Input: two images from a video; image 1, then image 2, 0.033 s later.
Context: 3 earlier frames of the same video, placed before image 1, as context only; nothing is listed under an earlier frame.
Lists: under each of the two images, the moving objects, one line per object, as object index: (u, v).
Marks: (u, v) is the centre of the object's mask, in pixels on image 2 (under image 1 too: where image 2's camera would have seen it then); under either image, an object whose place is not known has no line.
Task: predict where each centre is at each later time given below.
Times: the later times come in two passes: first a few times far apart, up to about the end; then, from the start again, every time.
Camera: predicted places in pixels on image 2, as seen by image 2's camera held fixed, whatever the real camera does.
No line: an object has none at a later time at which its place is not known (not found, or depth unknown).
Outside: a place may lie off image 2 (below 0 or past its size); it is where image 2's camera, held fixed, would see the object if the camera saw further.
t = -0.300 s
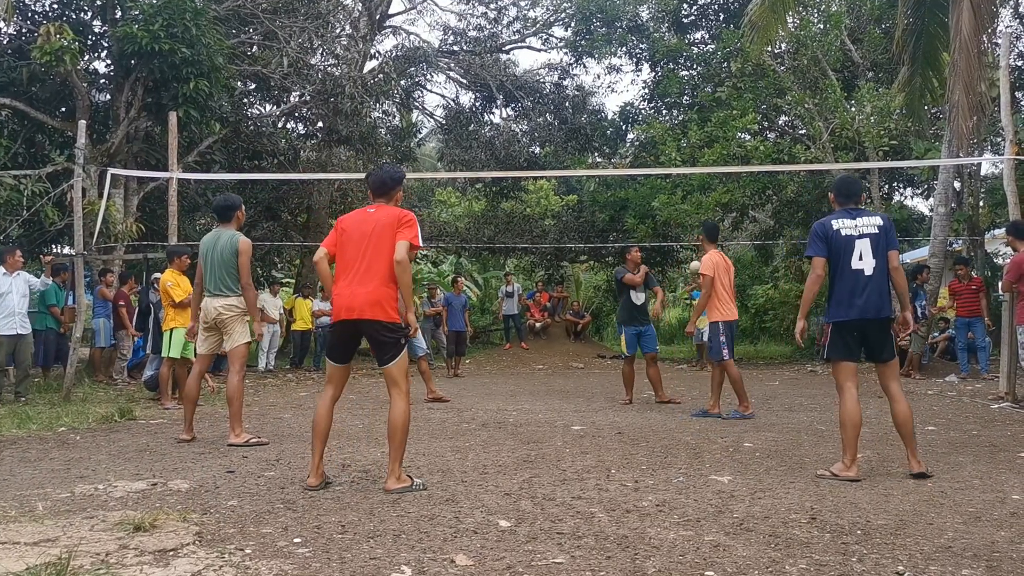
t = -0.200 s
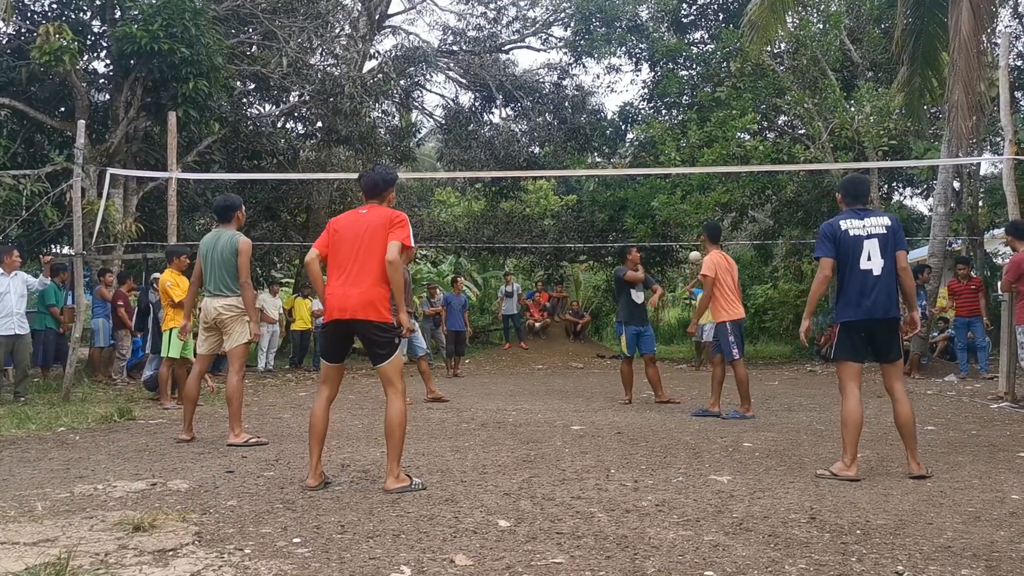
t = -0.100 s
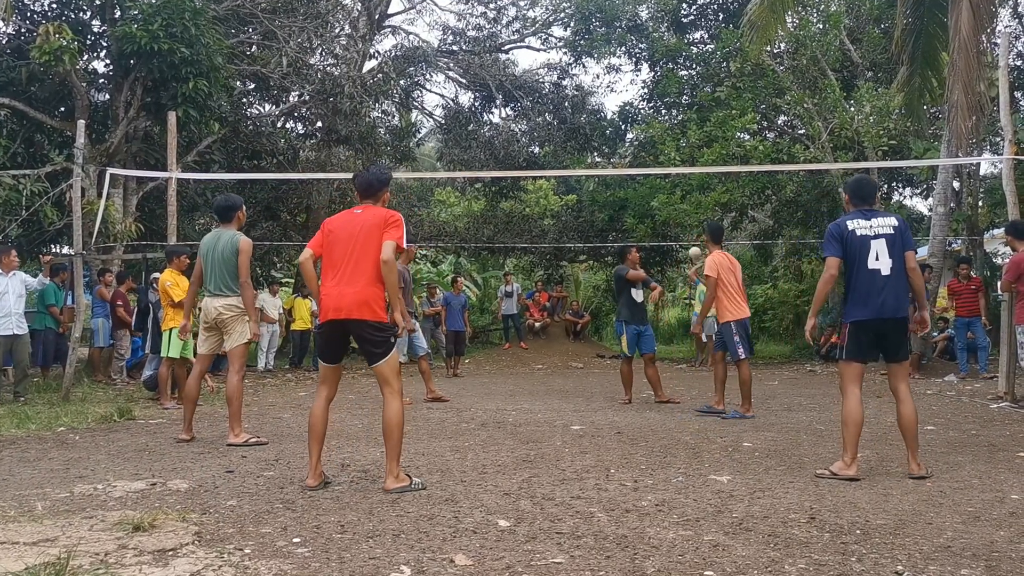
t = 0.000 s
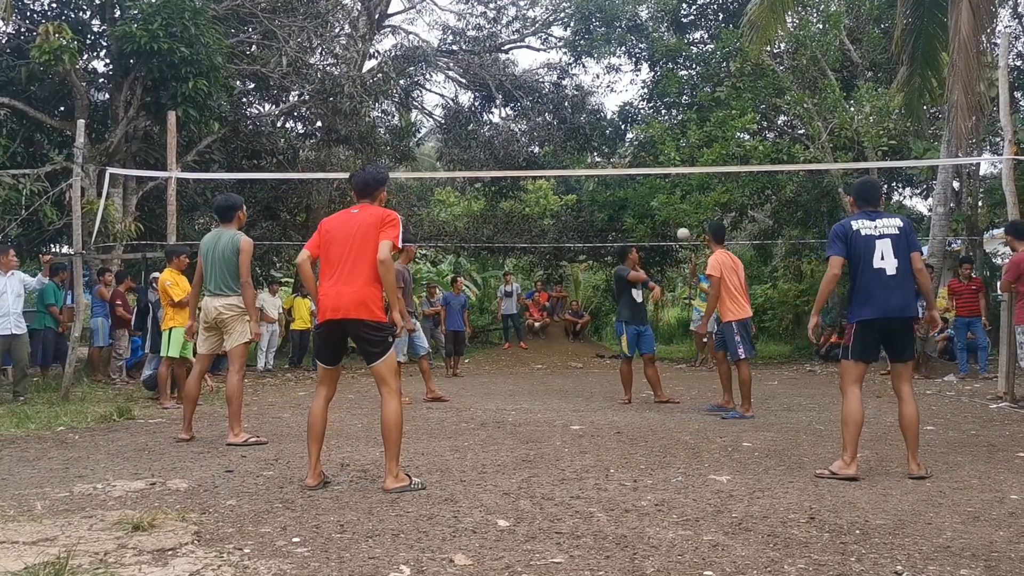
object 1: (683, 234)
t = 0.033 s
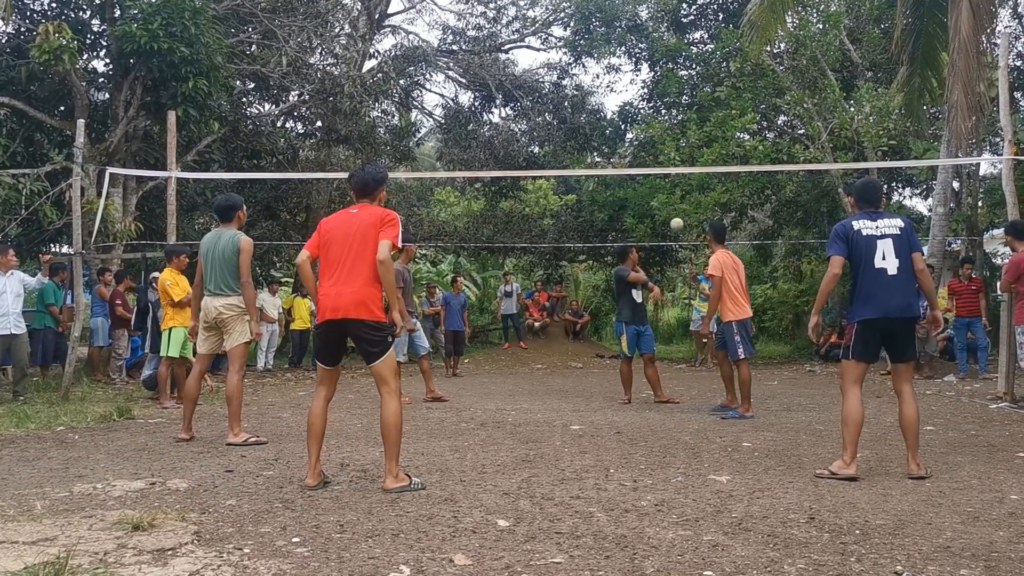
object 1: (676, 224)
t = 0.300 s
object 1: (615, 155)
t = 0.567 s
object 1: (534, 108)
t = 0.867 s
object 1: (399, 137)
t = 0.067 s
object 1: (670, 215)
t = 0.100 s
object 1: (663, 205)
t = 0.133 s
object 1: (656, 196)
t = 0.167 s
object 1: (648, 187)
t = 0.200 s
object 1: (640, 179)
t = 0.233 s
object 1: (632, 170)
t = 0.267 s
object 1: (623, 162)
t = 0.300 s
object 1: (615, 155)
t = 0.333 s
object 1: (606, 147)
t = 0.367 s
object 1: (596, 140)
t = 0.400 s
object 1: (587, 133)
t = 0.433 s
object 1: (577, 127)
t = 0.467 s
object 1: (567, 121)
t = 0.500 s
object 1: (556, 117)
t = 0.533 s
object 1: (545, 112)
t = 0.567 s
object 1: (534, 108)
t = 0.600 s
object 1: (522, 105)
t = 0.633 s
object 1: (509, 105)
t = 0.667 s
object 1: (496, 104)
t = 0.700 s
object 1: (482, 106)
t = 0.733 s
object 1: (468, 108)
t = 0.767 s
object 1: (452, 113)
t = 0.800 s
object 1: (436, 118)
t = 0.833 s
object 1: (417, 126)
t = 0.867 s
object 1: (399, 137)
